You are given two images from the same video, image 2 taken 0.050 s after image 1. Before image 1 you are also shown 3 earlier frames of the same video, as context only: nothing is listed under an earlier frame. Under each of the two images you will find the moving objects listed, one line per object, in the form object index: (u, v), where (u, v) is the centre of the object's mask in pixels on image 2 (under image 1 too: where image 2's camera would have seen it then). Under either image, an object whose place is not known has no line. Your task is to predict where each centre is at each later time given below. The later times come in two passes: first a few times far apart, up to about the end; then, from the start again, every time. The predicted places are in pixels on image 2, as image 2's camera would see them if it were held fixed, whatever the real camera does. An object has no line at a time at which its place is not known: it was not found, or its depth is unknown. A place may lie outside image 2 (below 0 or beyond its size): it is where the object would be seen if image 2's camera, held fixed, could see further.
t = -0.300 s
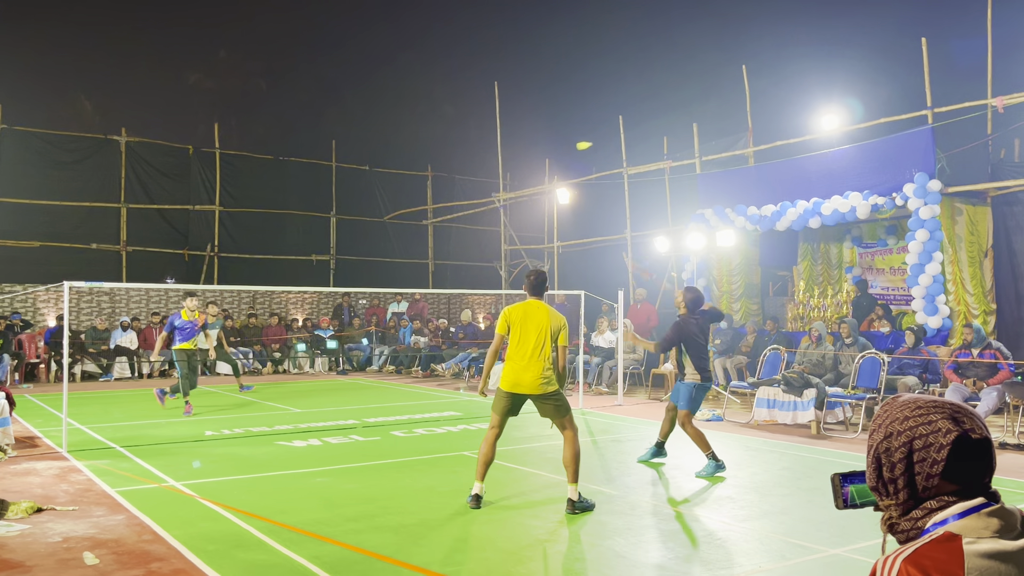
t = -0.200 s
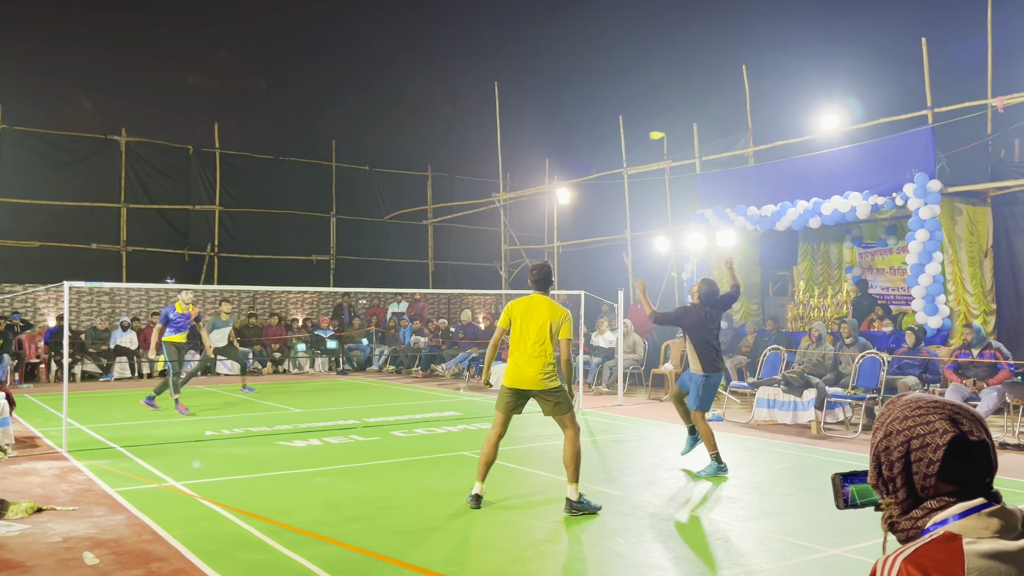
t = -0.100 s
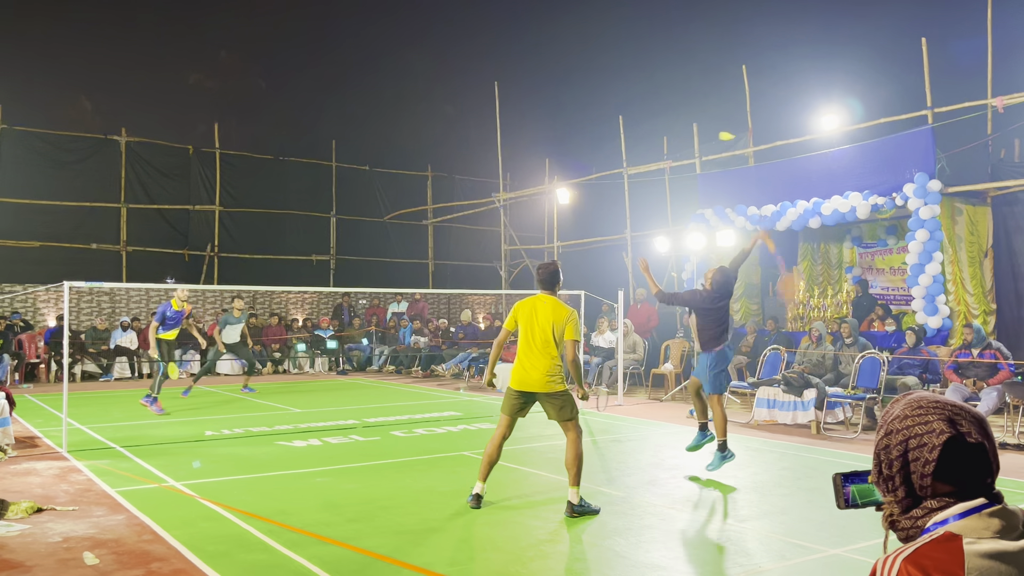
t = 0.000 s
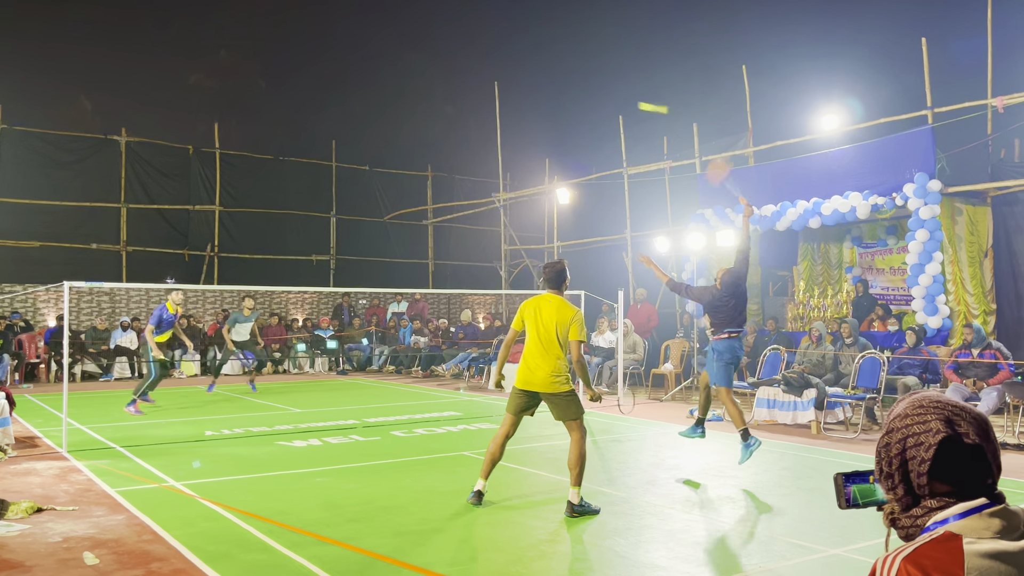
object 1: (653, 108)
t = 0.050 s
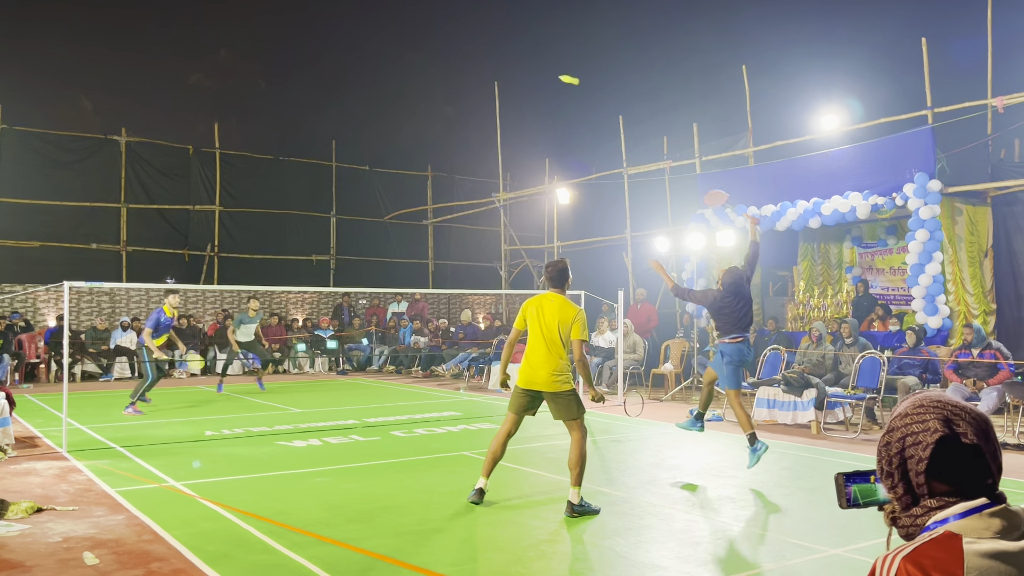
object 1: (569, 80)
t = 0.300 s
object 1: (402, 47)
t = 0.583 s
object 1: (332, 74)
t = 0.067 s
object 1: (548, 75)
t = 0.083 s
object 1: (530, 69)
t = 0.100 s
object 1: (514, 64)
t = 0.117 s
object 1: (500, 60)
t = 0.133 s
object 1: (487, 57)
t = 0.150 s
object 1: (475, 55)
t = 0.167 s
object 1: (465, 53)
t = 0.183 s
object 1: (455, 51)
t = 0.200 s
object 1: (446, 49)
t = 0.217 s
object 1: (437, 48)
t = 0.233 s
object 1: (429, 47)
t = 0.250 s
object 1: (421, 47)
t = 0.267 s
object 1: (415, 47)
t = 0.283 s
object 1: (408, 47)
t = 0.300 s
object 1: (402, 47)
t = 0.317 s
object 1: (397, 47)
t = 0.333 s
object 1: (391, 47)
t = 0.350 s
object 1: (385, 48)
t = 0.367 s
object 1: (380, 49)
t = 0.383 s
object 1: (376, 50)
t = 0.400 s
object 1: (371, 51)
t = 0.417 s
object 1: (367, 53)
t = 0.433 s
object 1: (363, 54)
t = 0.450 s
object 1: (359, 56)
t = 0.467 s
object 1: (355, 57)
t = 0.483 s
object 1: (351, 59)
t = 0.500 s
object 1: (348, 62)
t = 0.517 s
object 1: (345, 64)
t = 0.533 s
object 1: (341, 66)
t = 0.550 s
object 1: (338, 69)
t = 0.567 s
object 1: (335, 71)
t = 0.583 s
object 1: (332, 74)
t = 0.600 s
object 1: (329, 77)
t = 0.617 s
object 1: (327, 79)
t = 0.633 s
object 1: (324, 83)
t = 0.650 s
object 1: (321, 86)
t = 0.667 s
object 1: (319, 88)
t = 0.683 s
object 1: (317, 92)
